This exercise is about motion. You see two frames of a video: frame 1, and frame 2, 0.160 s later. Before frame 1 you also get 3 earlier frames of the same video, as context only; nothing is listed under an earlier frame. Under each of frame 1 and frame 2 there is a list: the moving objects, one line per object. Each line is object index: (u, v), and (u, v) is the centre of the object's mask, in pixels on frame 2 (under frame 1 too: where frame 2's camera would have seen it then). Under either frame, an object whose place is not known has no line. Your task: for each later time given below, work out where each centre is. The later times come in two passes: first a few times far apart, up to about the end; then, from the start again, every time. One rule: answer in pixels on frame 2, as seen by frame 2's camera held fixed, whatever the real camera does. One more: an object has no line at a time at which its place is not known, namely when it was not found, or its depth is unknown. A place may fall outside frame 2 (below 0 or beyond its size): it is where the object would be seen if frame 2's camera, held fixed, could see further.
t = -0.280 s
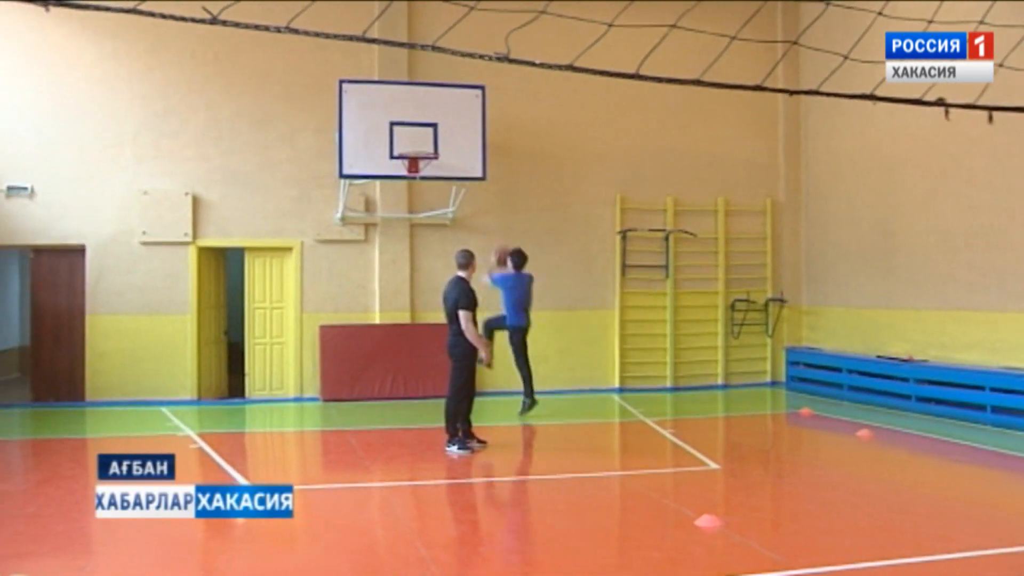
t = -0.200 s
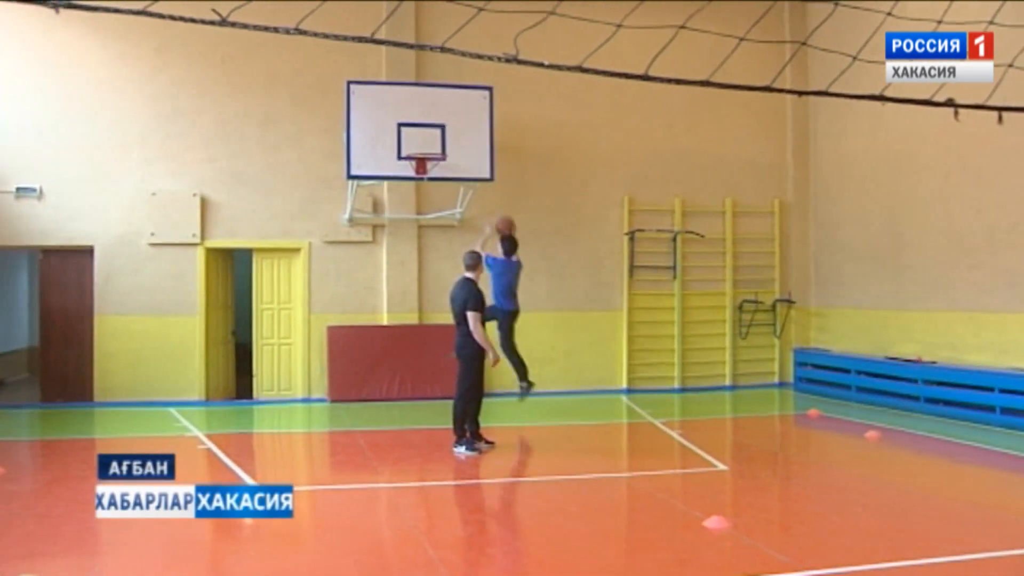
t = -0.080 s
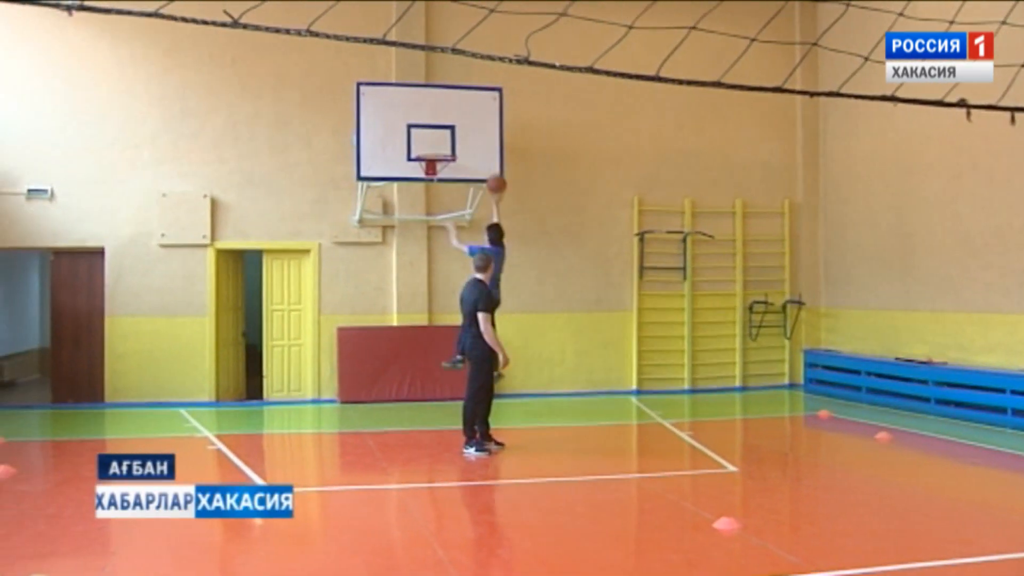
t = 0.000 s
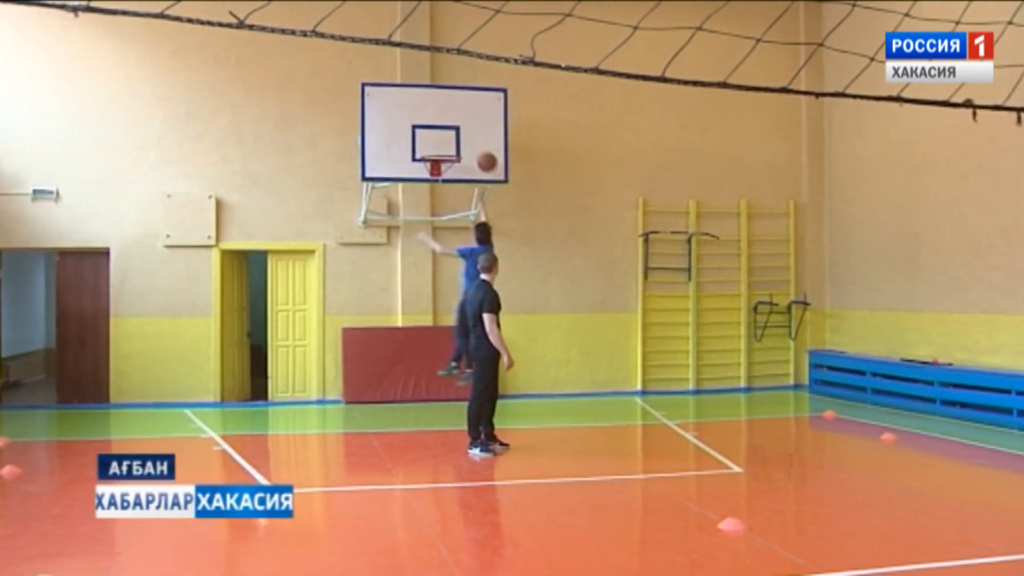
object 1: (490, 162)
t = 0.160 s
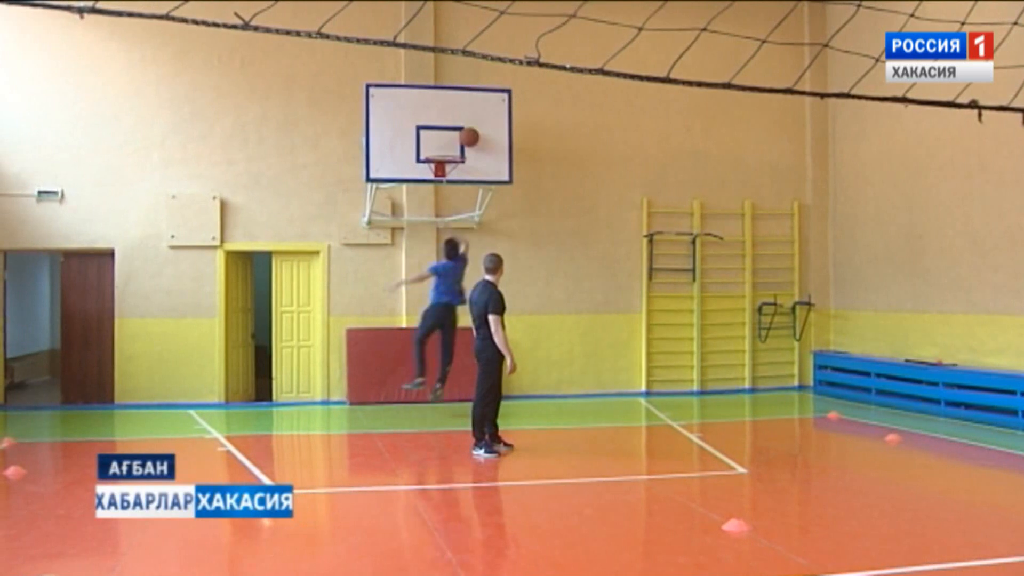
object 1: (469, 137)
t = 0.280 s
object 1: (463, 134)
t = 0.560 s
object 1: (447, 144)
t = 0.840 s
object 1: (438, 153)
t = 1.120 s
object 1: (441, 202)
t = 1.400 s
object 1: (446, 307)
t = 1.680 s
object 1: (450, 362)
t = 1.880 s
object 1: (455, 298)
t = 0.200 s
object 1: (467, 135)
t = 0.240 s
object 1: (465, 134)
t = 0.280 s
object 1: (463, 134)
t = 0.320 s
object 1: (461, 136)
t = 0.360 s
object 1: (458, 139)
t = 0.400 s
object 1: (456, 144)
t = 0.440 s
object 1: (454, 147)
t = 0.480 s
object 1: (451, 145)
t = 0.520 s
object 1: (449, 144)
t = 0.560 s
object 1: (447, 144)
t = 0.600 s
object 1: (445, 146)
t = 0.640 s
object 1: (443, 147)
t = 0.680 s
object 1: (442, 149)
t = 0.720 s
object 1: (441, 149)
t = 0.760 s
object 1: (440, 149)
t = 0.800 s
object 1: (439, 151)
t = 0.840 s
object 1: (438, 153)
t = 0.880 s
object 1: (438, 157)
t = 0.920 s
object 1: (437, 164)
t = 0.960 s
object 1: (438, 169)
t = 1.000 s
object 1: (438, 175)
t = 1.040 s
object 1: (439, 182)
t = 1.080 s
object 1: (440, 192)
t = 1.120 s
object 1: (441, 202)
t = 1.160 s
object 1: (441, 212)
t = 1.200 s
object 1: (442, 225)
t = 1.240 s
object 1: (443, 239)
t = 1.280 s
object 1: (444, 255)
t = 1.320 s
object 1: (445, 271)
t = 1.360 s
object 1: (446, 288)
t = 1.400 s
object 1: (446, 307)
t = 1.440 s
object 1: (446, 329)
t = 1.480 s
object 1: (445, 348)
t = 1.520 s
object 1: (446, 371)
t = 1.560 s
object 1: (447, 394)
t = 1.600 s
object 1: (448, 396)
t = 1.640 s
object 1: (450, 378)
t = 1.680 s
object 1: (450, 362)
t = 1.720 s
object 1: (451, 346)
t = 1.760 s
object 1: (452, 333)
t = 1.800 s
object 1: (454, 319)
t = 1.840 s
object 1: (454, 308)
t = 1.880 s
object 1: (455, 298)
